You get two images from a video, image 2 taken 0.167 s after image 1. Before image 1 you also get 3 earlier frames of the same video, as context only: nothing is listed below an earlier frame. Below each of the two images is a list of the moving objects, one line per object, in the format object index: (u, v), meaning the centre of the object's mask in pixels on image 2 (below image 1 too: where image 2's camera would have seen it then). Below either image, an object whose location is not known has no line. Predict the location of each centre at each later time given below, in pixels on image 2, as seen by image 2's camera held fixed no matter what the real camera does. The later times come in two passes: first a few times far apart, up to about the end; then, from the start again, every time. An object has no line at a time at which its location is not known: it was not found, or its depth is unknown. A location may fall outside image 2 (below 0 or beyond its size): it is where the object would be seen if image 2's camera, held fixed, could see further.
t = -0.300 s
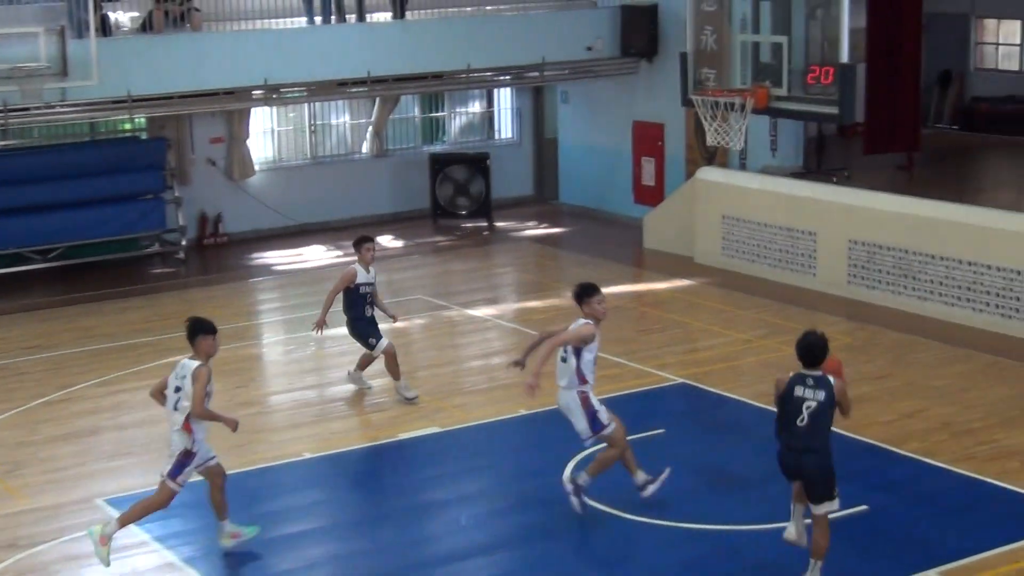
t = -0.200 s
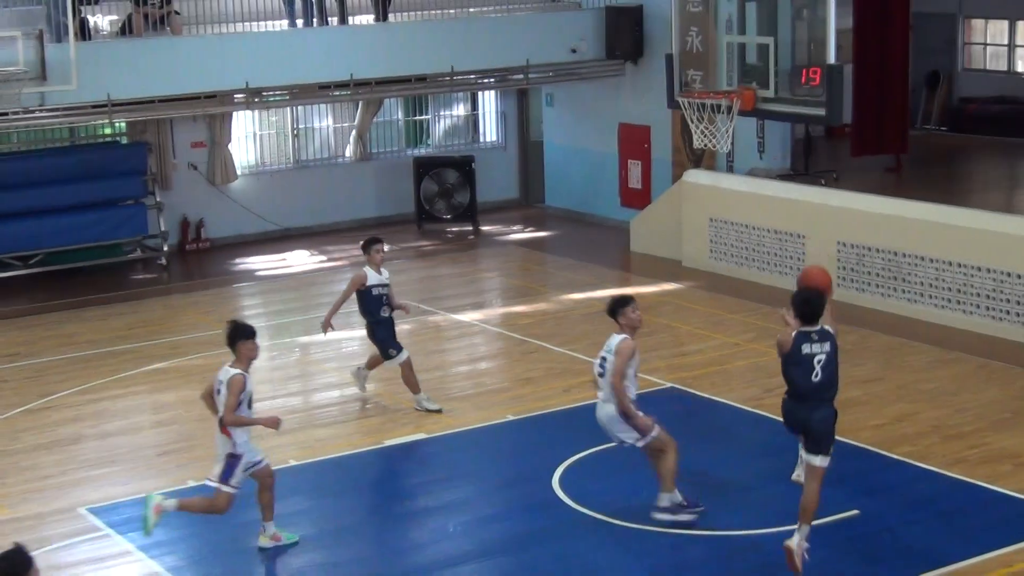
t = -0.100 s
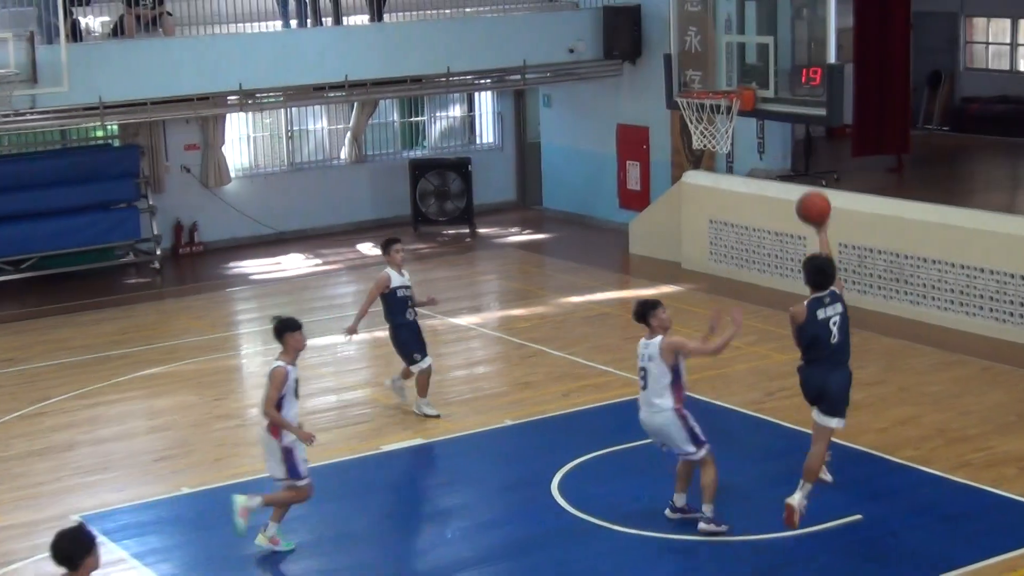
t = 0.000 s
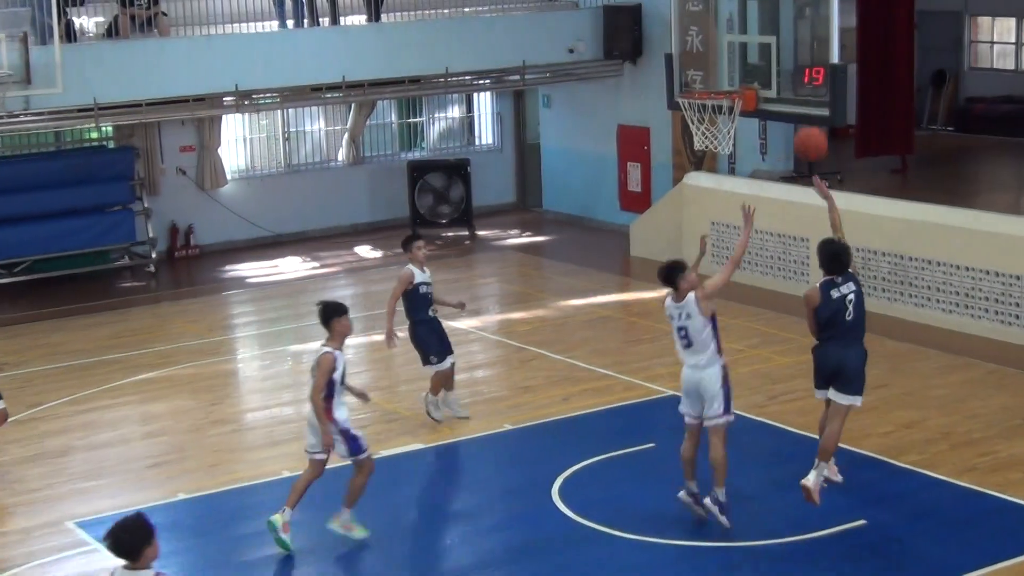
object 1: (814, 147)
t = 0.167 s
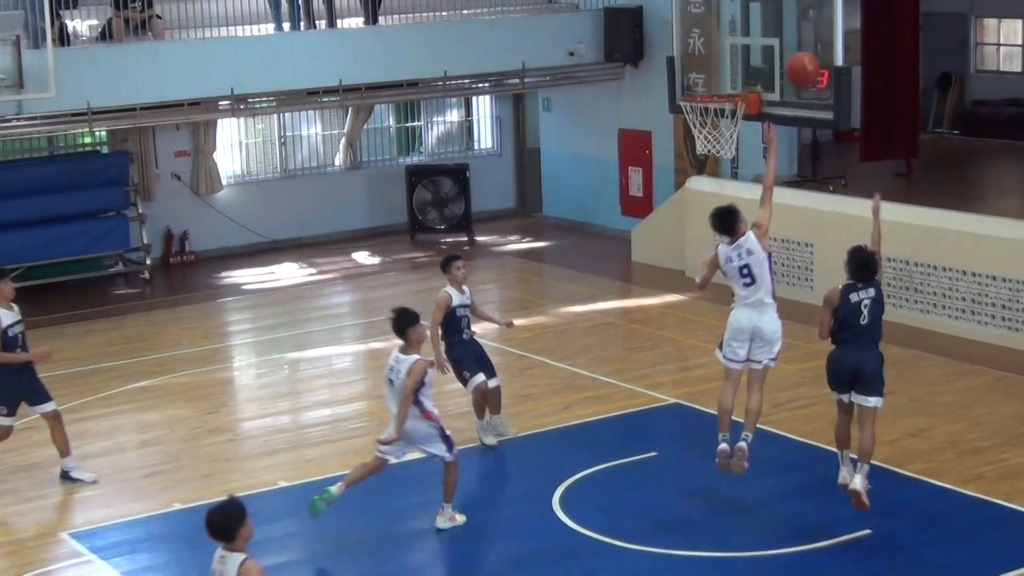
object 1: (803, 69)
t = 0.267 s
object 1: (795, 42)
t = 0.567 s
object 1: (726, 52)
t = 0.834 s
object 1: (722, 94)
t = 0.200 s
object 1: (800, 58)
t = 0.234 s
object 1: (798, 49)
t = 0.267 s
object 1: (795, 42)
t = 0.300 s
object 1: (788, 36)
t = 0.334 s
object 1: (780, 33)
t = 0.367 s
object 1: (772, 31)
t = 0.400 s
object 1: (765, 30)
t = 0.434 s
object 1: (757, 31)
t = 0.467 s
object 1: (748, 34)
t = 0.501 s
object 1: (741, 39)
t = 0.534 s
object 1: (733, 44)
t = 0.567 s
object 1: (726, 52)
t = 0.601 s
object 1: (718, 61)
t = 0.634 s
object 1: (710, 71)
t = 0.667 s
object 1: (703, 83)
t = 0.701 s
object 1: (701, 88)
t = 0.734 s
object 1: (708, 90)
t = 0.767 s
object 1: (716, 91)
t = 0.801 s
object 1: (723, 93)
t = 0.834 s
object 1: (722, 94)
